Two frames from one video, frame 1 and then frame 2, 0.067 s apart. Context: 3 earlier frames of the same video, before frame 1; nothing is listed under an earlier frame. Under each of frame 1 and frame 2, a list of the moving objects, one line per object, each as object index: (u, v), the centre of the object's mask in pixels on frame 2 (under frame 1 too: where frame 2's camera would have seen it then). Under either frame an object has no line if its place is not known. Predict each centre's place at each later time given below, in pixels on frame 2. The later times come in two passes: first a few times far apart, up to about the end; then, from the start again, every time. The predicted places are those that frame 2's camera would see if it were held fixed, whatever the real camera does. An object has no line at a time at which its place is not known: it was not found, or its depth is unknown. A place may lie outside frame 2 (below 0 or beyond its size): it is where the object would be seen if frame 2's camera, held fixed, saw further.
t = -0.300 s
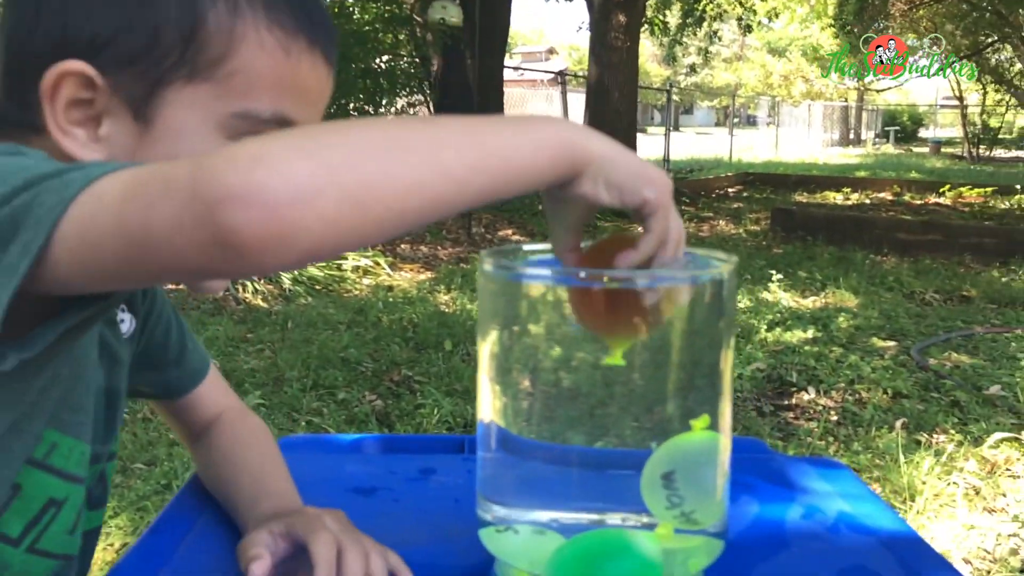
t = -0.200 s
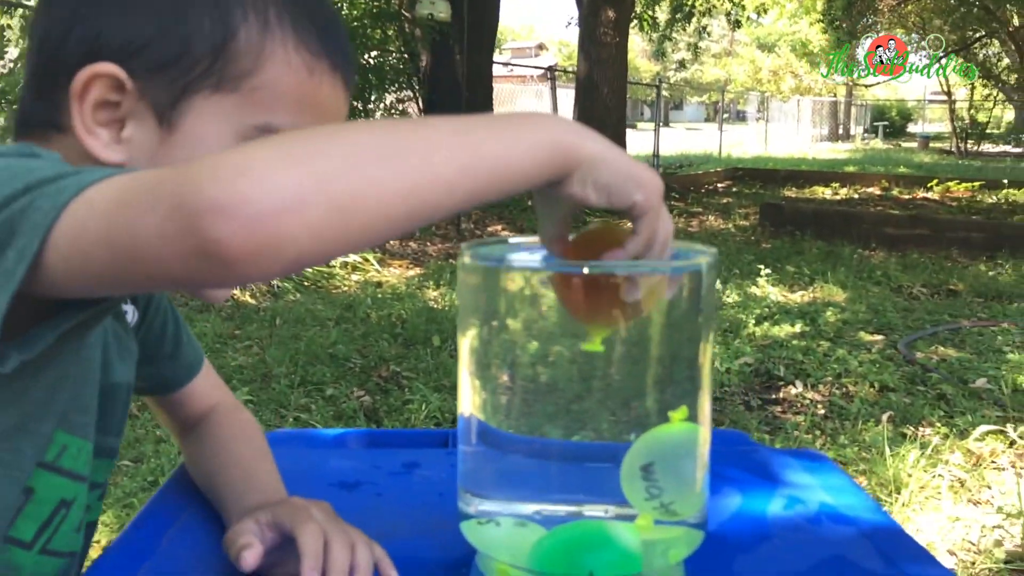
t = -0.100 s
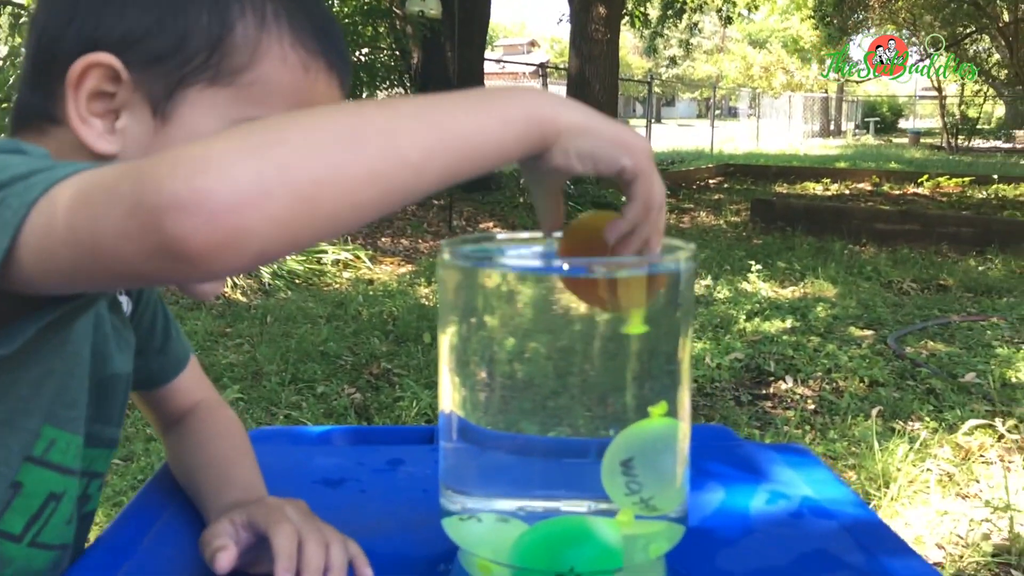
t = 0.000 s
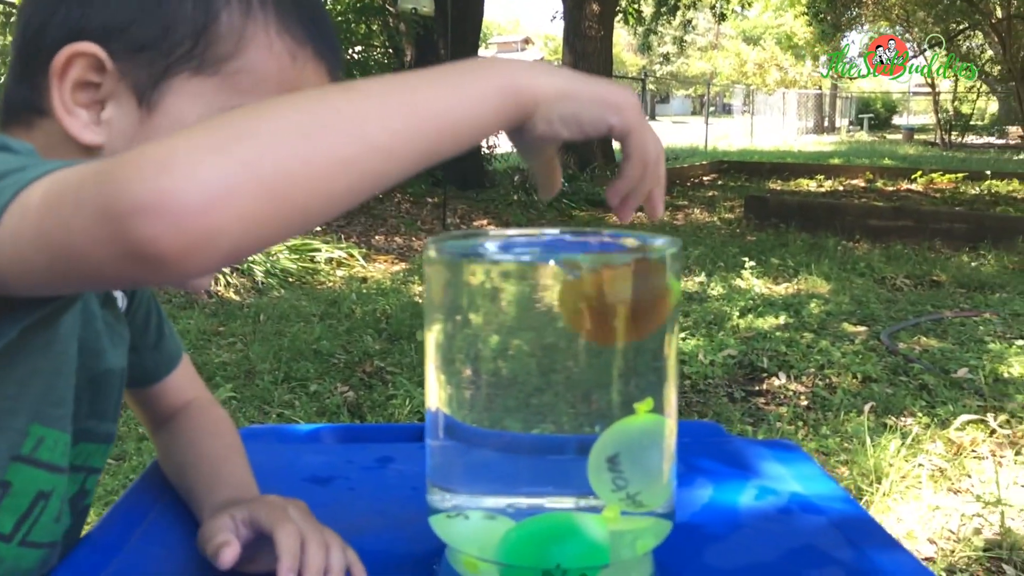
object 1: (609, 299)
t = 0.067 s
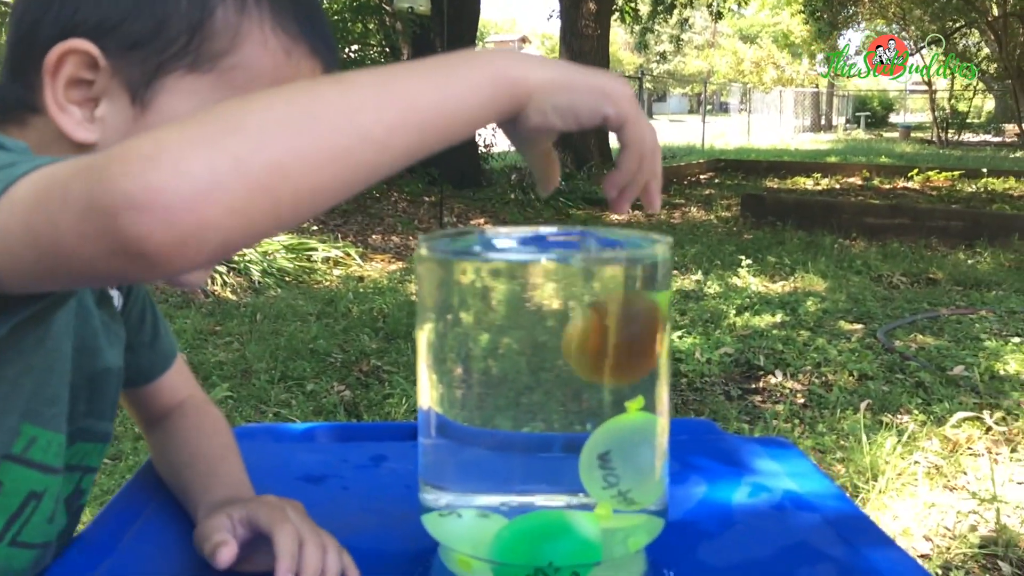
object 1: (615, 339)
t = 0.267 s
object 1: (606, 458)
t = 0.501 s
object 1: (574, 517)
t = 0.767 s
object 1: (582, 528)
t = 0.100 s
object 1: (617, 363)
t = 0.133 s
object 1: (620, 388)
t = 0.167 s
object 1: (622, 410)
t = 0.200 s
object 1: (621, 427)
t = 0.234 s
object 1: (615, 442)
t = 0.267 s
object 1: (606, 458)
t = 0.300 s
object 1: (595, 476)
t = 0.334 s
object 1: (585, 489)
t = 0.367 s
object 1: (580, 495)
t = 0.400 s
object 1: (576, 500)
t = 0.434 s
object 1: (573, 507)
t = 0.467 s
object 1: (572, 514)
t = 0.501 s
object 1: (574, 517)
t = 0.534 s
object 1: (577, 520)
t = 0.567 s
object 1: (579, 521)
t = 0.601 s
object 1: (579, 520)
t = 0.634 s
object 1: (579, 520)
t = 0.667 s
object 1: (578, 521)
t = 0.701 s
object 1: (579, 523)
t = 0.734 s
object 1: (581, 525)
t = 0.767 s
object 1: (582, 528)
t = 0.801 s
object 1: (581, 530)
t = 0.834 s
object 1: (581, 529)
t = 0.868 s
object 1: (580, 528)
